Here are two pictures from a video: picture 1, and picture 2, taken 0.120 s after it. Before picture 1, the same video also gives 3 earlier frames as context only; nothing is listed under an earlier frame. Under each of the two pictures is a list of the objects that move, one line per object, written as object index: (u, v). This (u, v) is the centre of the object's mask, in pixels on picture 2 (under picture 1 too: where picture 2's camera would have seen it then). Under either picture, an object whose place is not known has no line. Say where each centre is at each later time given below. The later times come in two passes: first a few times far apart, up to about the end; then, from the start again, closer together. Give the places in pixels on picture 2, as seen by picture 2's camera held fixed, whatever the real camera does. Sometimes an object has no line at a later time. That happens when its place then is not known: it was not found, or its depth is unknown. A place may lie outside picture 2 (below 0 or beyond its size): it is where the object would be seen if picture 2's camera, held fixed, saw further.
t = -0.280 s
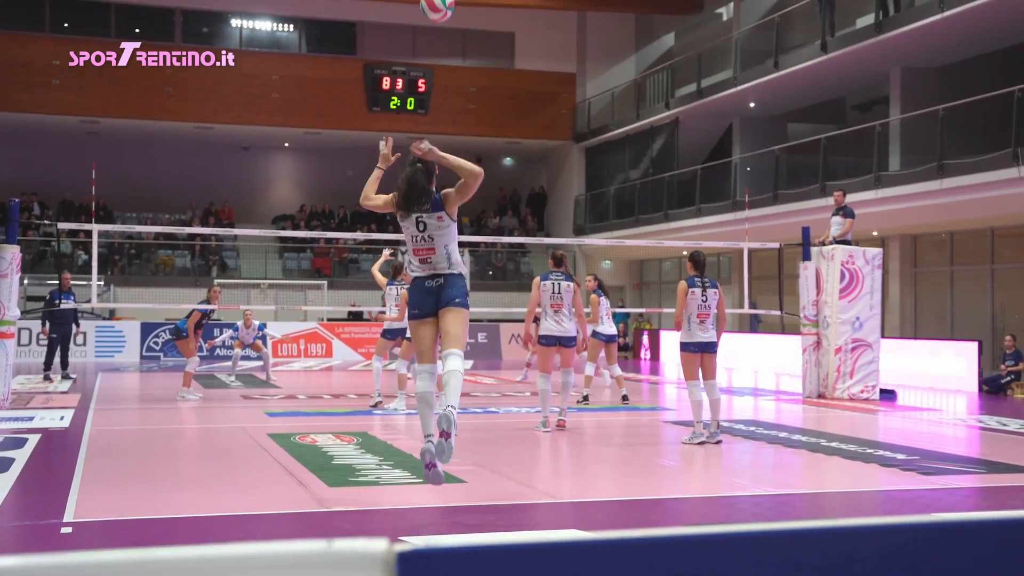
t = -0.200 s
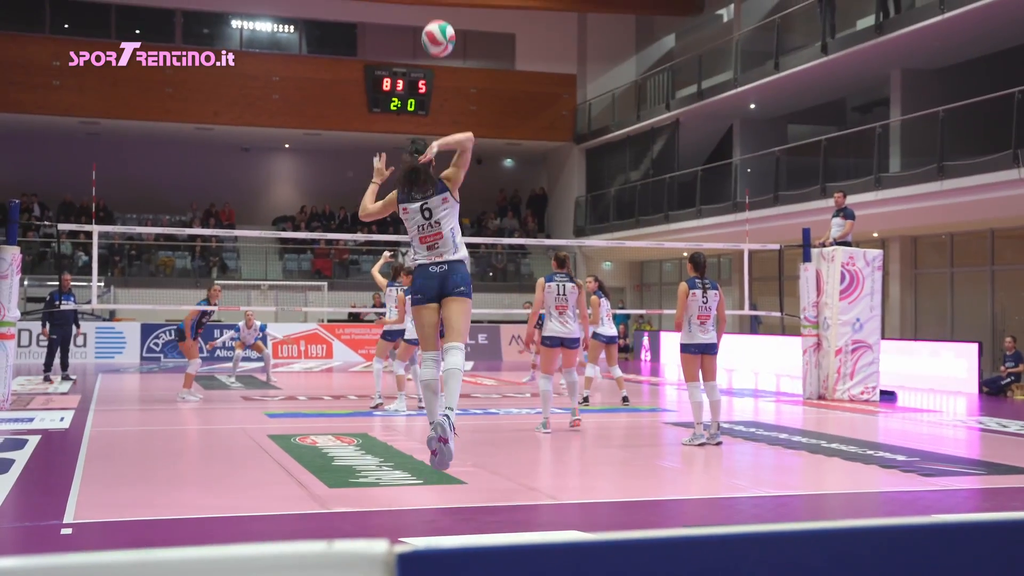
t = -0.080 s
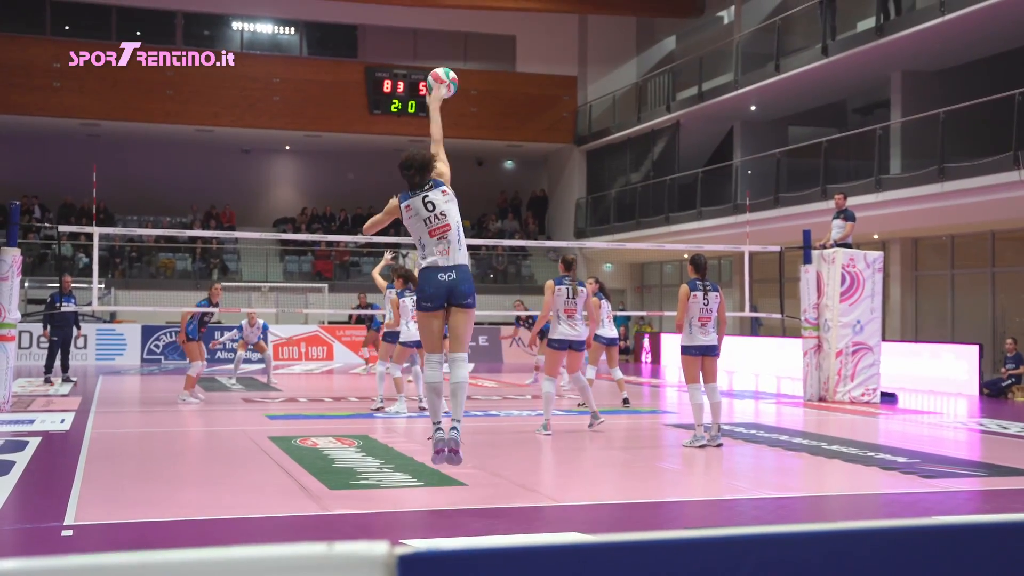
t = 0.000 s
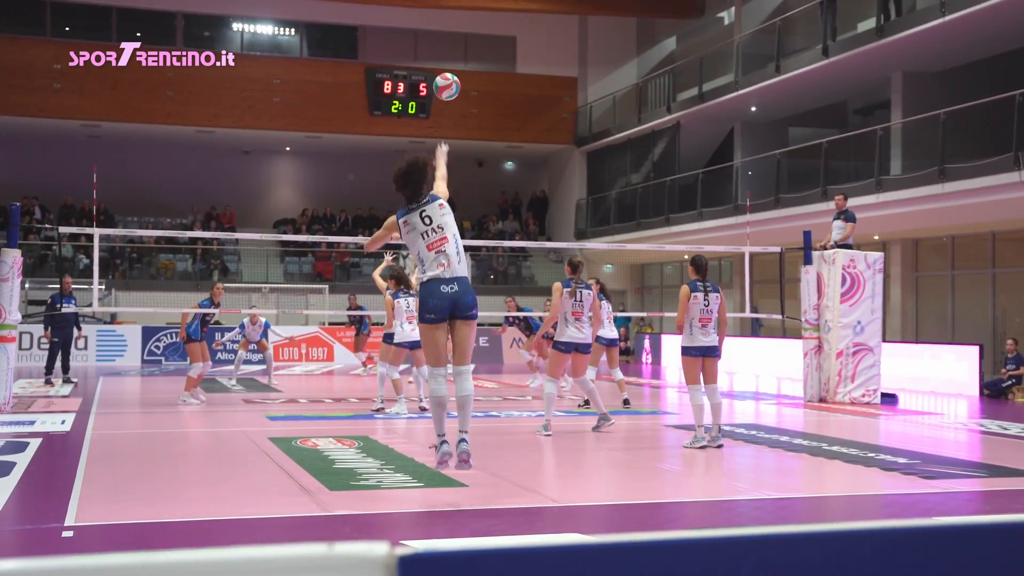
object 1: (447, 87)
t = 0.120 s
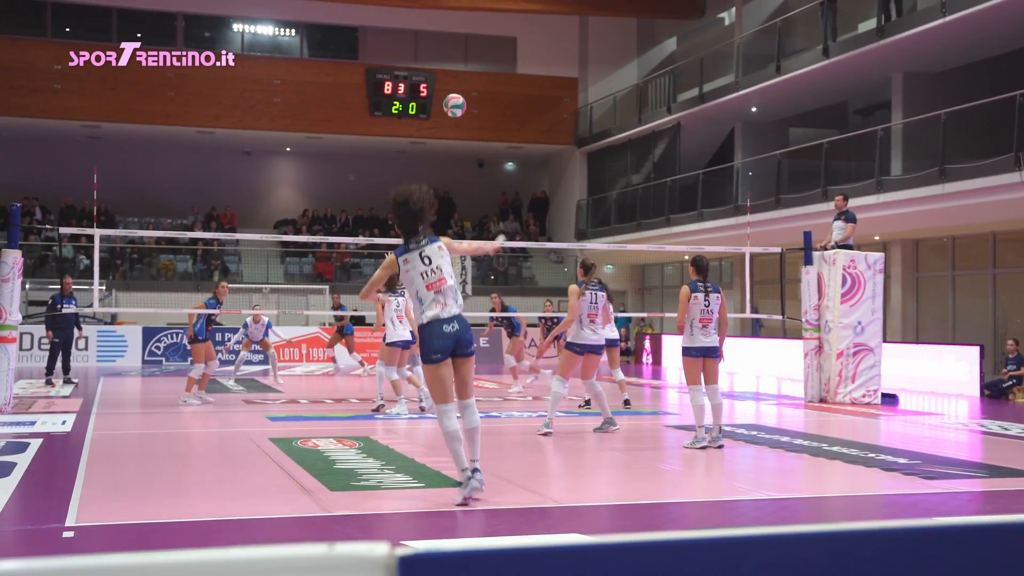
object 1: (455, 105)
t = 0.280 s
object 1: (465, 145)
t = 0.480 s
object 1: (469, 206)
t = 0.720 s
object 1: (468, 292)
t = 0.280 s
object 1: (465, 145)
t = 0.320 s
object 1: (466, 156)
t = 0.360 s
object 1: (468, 168)
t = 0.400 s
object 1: (469, 181)
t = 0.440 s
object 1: (469, 193)
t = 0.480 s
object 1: (469, 206)
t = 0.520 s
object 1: (469, 220)
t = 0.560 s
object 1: (469, 233)
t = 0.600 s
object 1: (468, 250)
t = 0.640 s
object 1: (468, 261)
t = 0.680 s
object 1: (468, 277)
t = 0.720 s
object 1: (468, 292)
